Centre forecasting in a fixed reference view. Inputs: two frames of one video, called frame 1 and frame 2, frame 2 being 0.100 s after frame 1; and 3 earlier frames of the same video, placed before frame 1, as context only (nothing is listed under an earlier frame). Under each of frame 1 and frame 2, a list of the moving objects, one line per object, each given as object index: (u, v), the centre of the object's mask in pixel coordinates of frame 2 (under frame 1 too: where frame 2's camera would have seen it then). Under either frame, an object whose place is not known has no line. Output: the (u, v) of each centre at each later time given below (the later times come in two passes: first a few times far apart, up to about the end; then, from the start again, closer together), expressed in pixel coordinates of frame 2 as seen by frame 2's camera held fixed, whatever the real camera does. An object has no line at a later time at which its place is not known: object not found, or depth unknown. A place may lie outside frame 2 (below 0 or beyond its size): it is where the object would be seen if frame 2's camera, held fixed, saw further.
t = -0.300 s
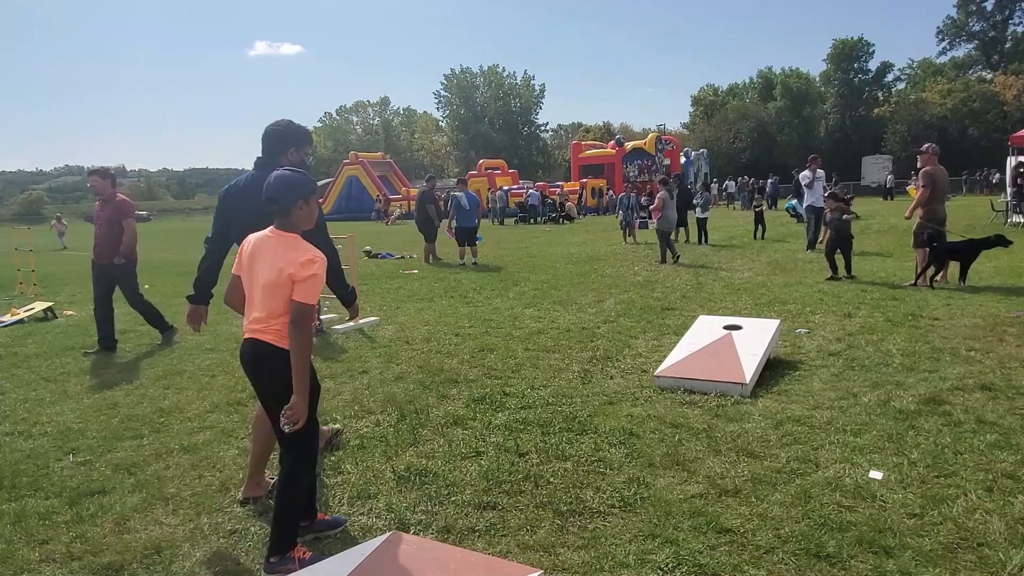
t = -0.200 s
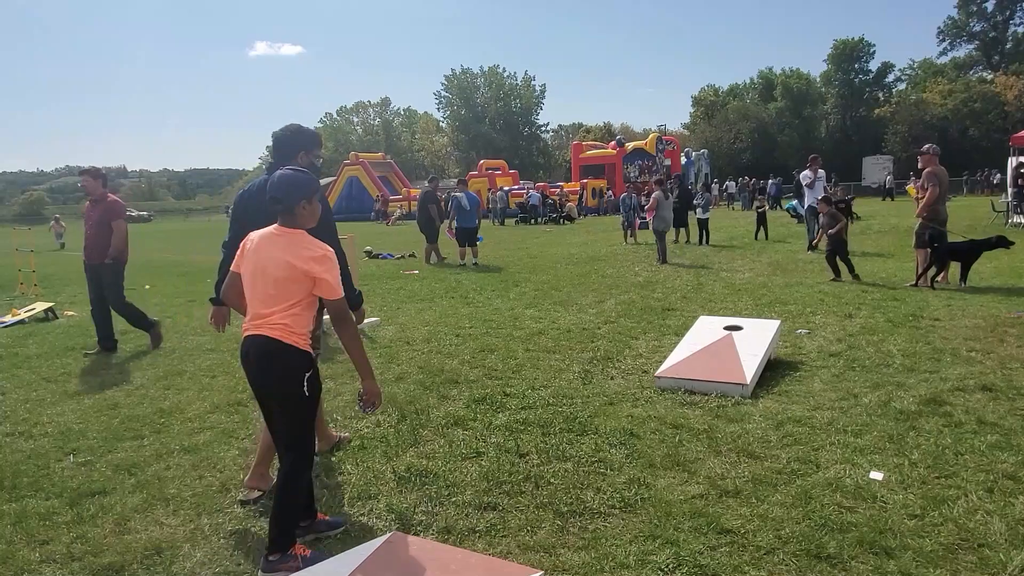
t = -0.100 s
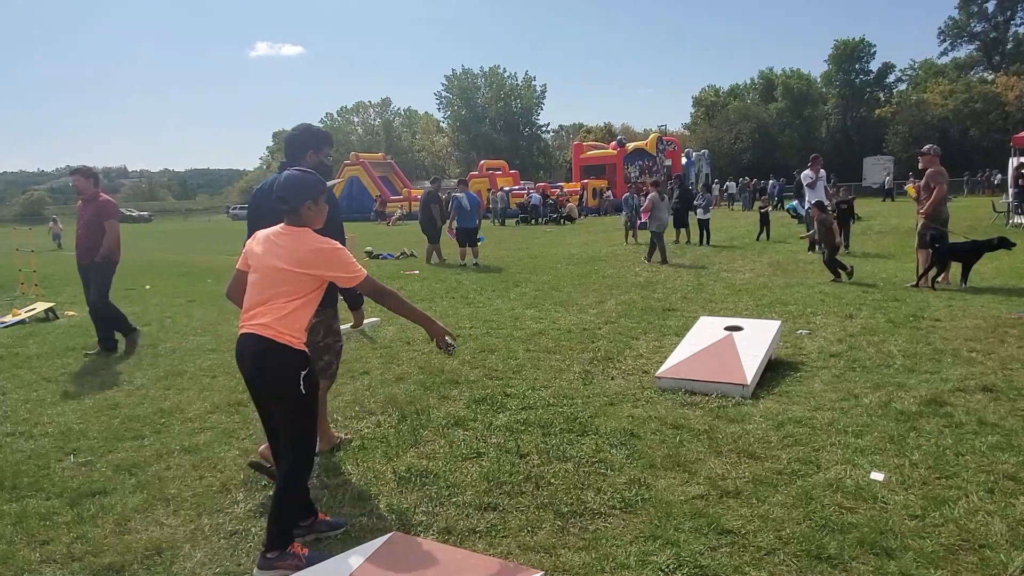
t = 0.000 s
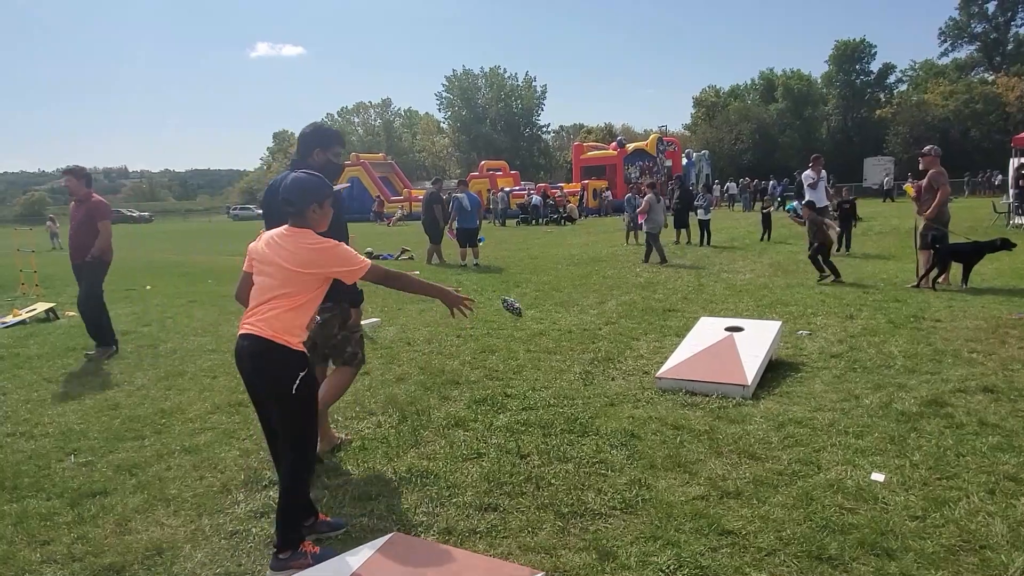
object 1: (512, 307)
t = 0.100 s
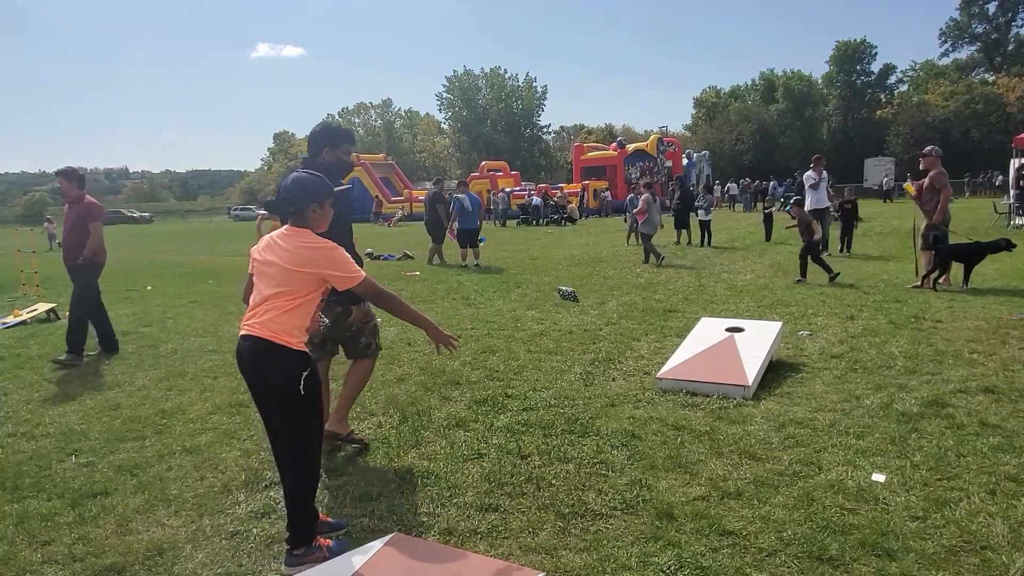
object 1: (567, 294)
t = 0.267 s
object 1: (642, 316)
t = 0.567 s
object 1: (722, 365)
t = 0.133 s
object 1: (584, 295)
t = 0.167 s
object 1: (600, 297)
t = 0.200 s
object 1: (614, 302)
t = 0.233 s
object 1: (628, 308)
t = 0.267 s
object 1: (642, 316)
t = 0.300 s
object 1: (654, 325)
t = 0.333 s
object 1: (665, 335)
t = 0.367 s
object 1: (677, 348)
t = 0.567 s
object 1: (722, 365)
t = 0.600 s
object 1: (727, 363)
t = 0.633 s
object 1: (731, 362)
